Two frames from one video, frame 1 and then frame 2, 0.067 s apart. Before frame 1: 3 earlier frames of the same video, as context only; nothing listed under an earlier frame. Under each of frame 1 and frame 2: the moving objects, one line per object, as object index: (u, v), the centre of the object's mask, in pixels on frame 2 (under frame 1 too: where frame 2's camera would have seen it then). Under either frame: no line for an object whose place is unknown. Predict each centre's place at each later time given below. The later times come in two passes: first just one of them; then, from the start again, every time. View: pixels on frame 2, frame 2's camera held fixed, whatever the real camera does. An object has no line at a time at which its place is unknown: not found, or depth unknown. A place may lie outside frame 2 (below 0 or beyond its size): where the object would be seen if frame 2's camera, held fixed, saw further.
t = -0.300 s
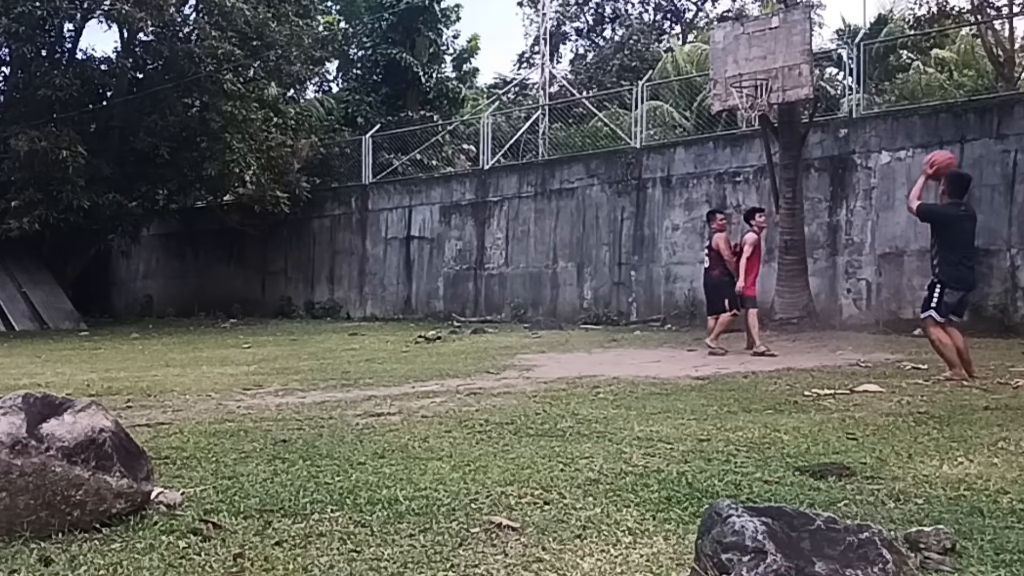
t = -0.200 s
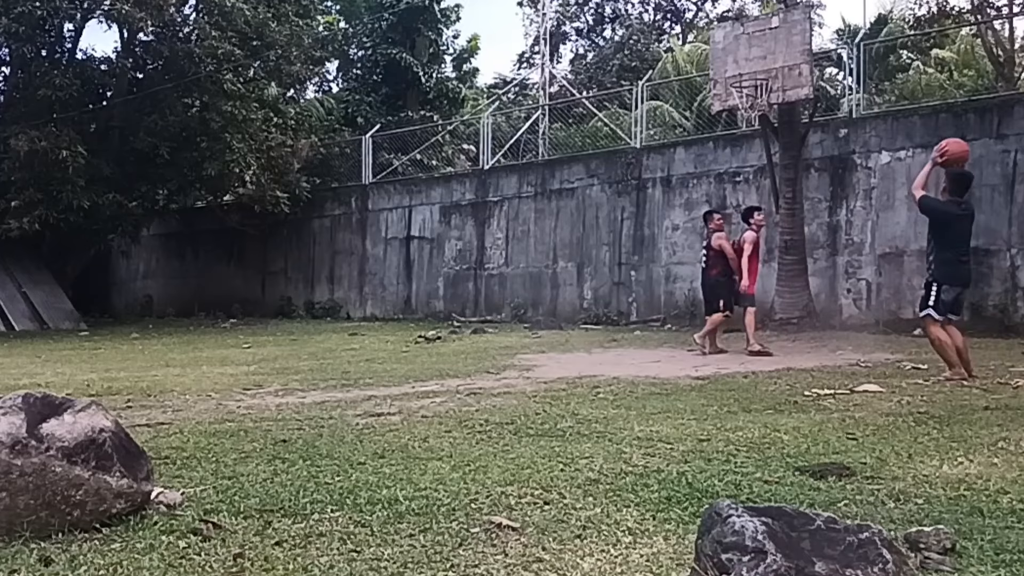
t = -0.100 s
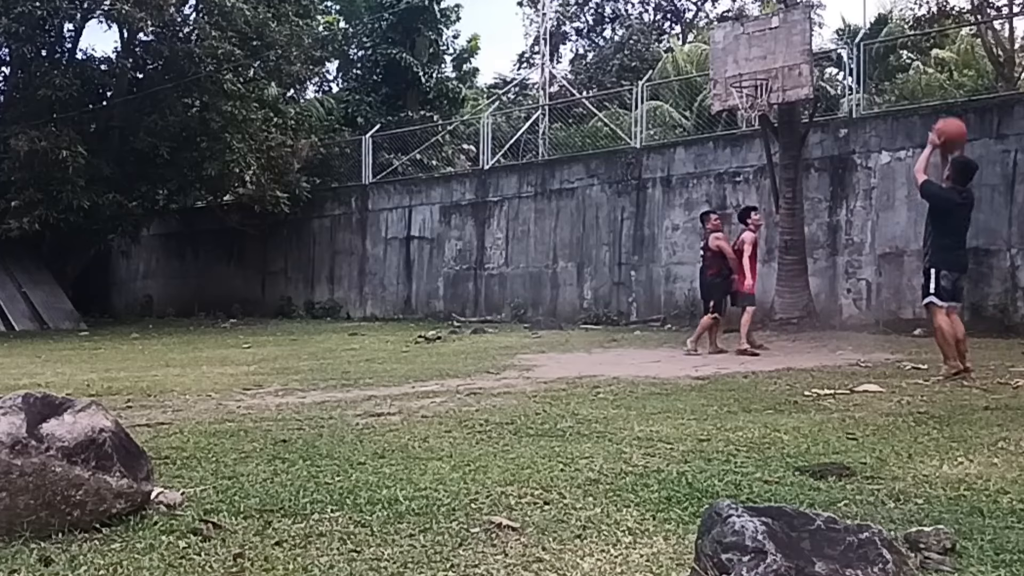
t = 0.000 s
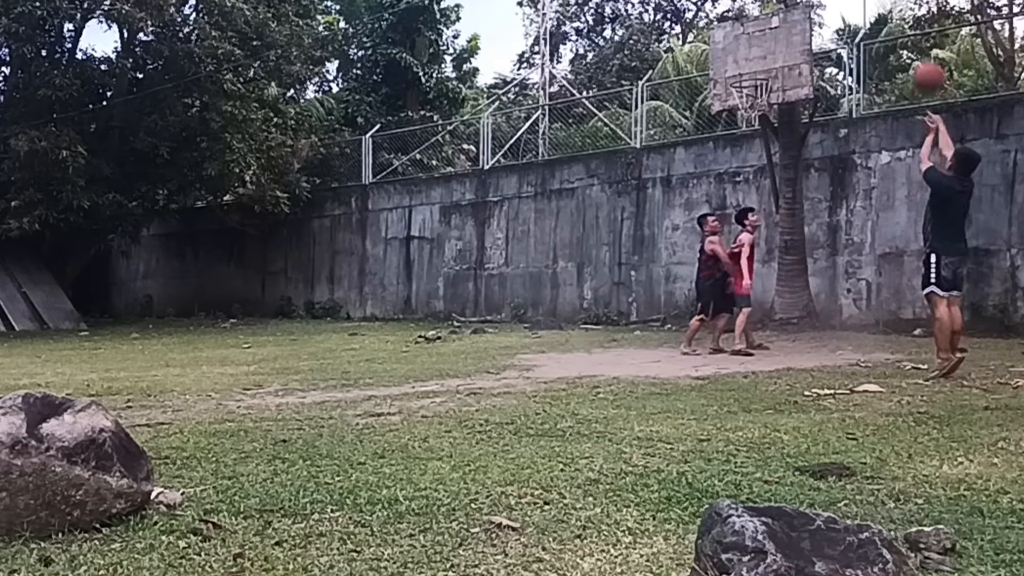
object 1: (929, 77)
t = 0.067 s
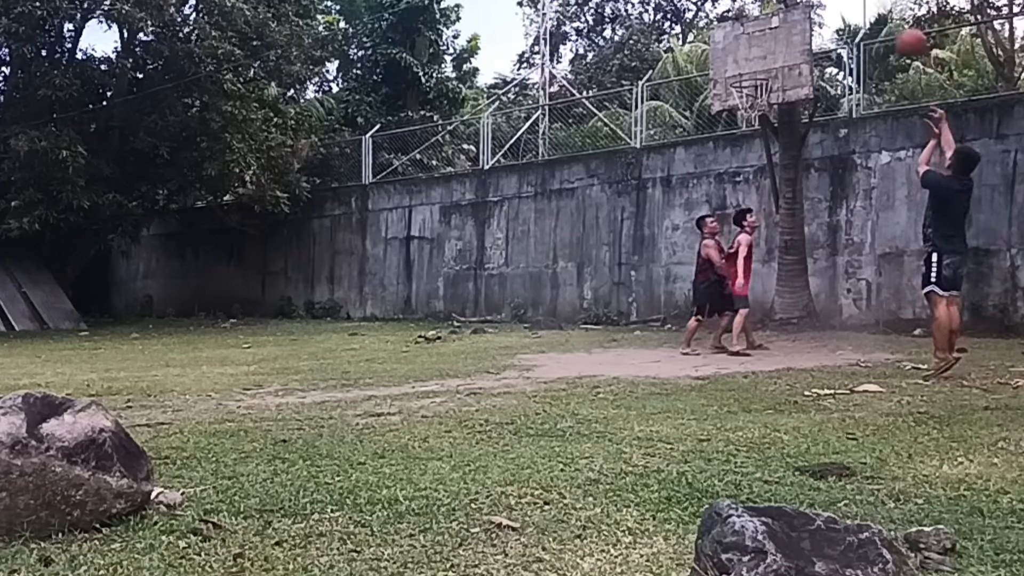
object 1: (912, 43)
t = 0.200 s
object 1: (876, 4)
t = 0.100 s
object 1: (902, 29)
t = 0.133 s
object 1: (894, 17)
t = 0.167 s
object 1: (885, 9)
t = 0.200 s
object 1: (876, 4)
